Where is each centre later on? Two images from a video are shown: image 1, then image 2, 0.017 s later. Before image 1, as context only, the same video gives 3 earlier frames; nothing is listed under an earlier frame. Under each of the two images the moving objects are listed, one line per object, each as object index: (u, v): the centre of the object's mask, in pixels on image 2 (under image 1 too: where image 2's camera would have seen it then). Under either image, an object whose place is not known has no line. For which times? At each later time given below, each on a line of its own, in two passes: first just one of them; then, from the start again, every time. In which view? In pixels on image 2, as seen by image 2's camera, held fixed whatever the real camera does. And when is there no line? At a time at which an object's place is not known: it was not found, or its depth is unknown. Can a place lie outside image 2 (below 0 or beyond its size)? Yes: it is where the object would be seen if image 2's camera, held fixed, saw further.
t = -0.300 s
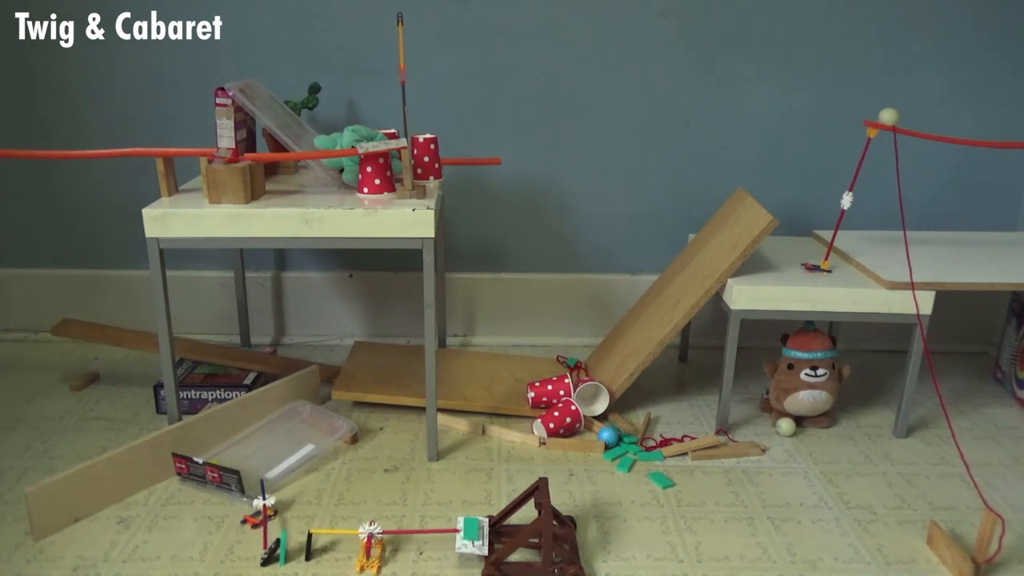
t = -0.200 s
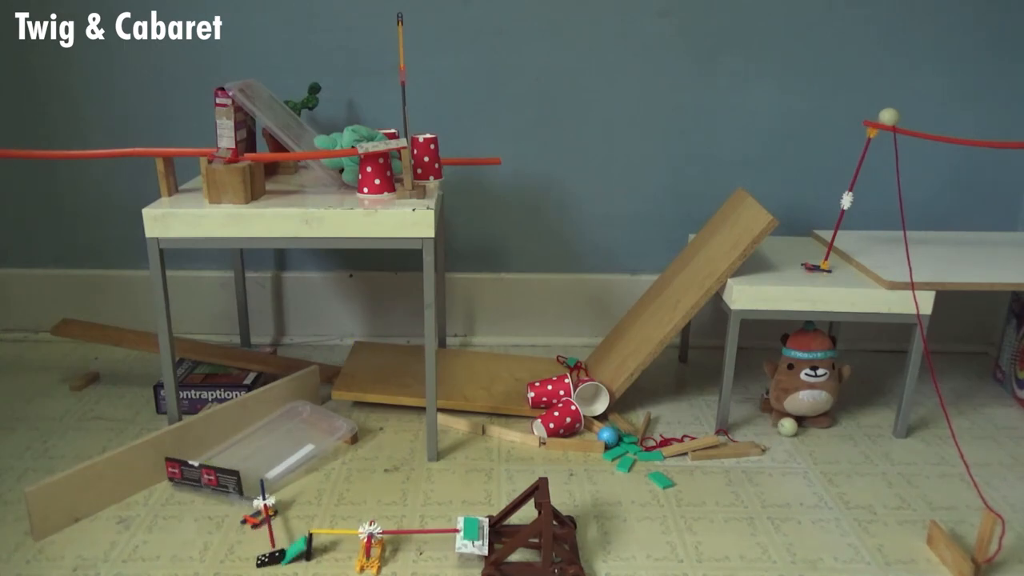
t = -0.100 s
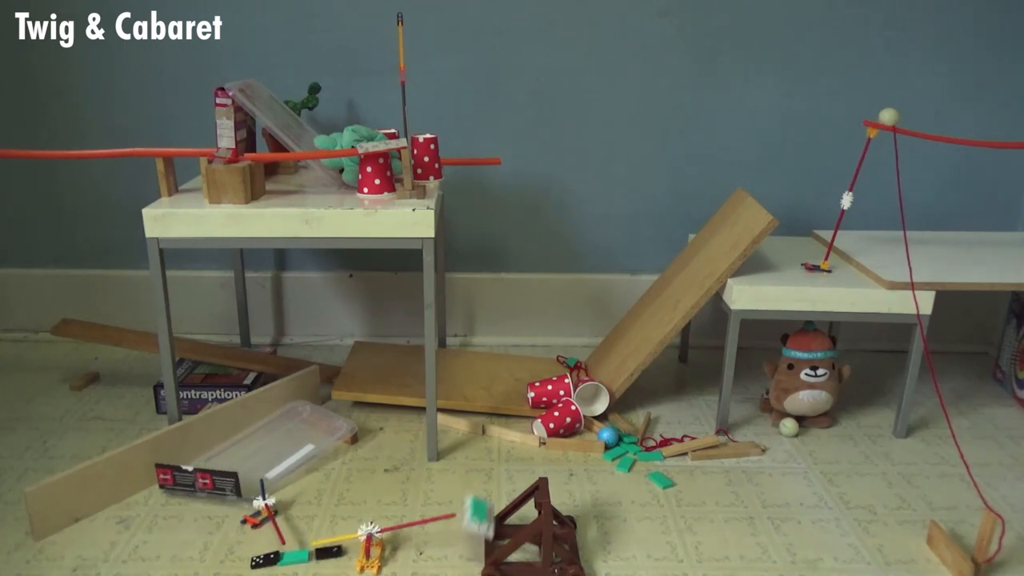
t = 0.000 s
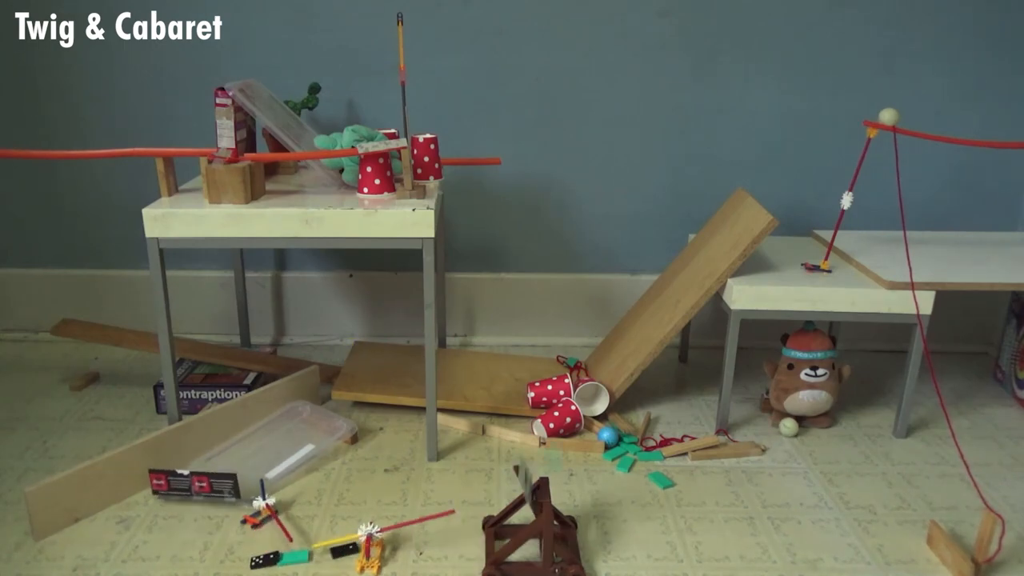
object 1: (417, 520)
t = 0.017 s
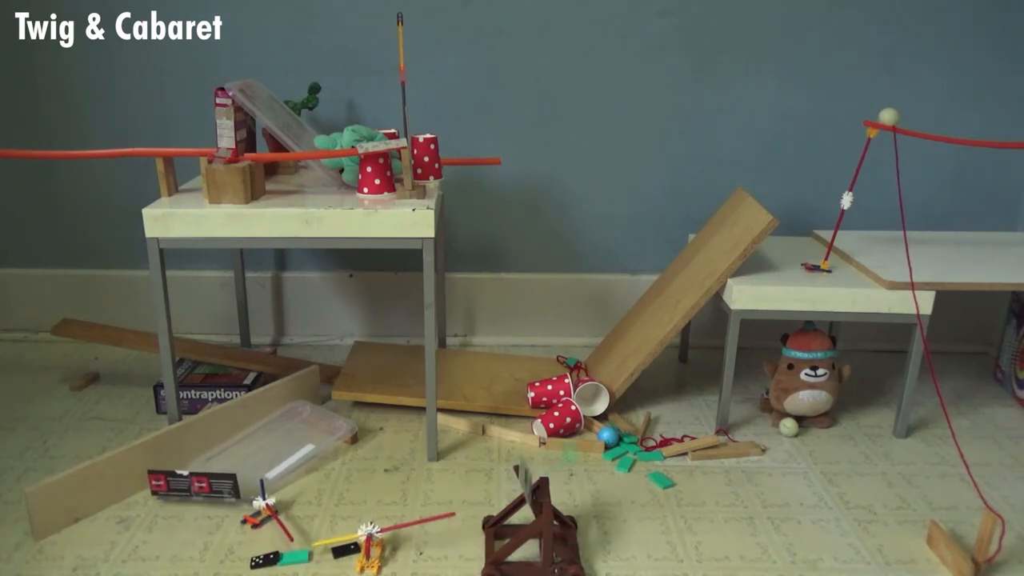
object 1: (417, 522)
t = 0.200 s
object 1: (421, 541)
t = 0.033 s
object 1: (418, 523)
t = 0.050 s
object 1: (418, 526)
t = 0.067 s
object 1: (418, 528)
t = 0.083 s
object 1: (418, 531)
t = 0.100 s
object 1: (420, 534)
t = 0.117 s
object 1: (419, 538)
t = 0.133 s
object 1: (420, 542)
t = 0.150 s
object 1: (418, 543)
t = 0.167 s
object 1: (419, 542)
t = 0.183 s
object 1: (419, 541)
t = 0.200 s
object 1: (421, 541)
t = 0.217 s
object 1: (421, 541)
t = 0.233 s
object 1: (421, 541)
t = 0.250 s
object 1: (420, 541)
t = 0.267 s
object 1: (418, 543)
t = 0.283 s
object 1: (418, 543)
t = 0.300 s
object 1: (418, 543)
